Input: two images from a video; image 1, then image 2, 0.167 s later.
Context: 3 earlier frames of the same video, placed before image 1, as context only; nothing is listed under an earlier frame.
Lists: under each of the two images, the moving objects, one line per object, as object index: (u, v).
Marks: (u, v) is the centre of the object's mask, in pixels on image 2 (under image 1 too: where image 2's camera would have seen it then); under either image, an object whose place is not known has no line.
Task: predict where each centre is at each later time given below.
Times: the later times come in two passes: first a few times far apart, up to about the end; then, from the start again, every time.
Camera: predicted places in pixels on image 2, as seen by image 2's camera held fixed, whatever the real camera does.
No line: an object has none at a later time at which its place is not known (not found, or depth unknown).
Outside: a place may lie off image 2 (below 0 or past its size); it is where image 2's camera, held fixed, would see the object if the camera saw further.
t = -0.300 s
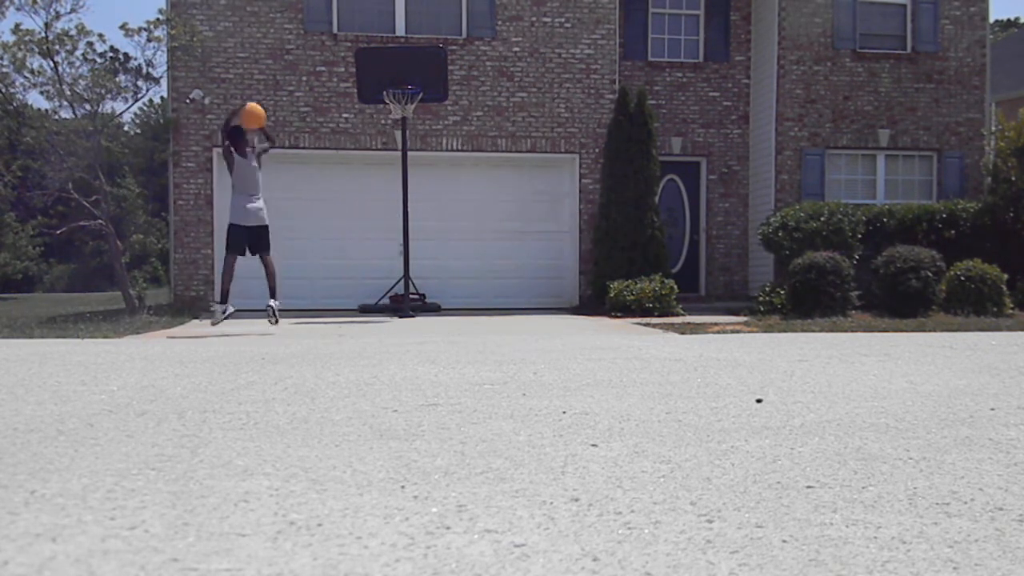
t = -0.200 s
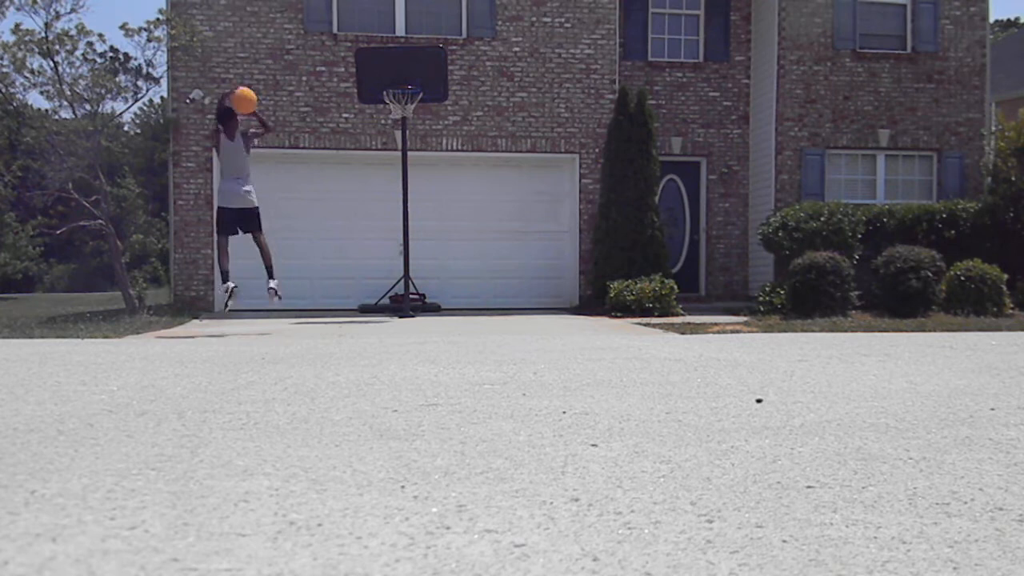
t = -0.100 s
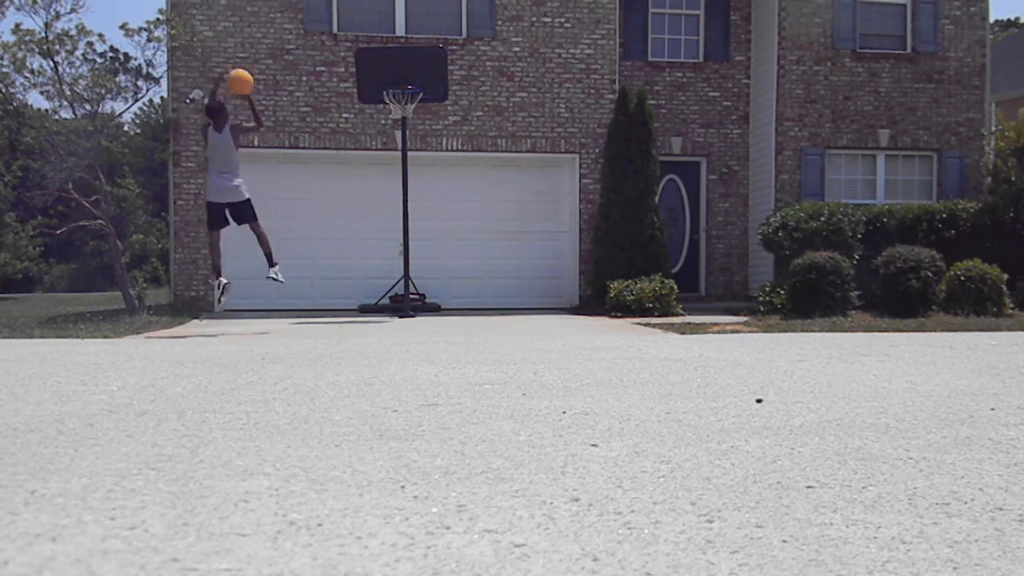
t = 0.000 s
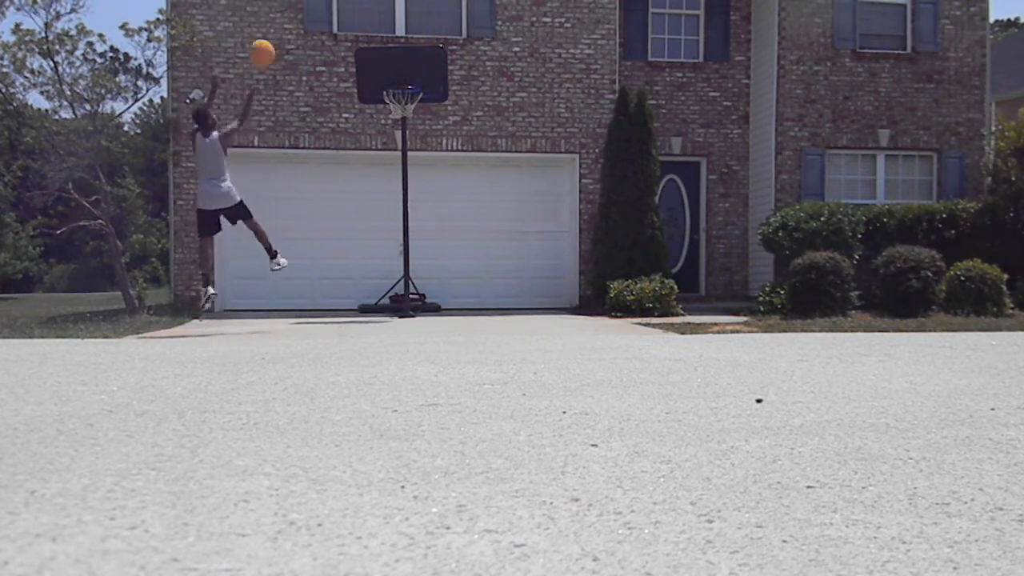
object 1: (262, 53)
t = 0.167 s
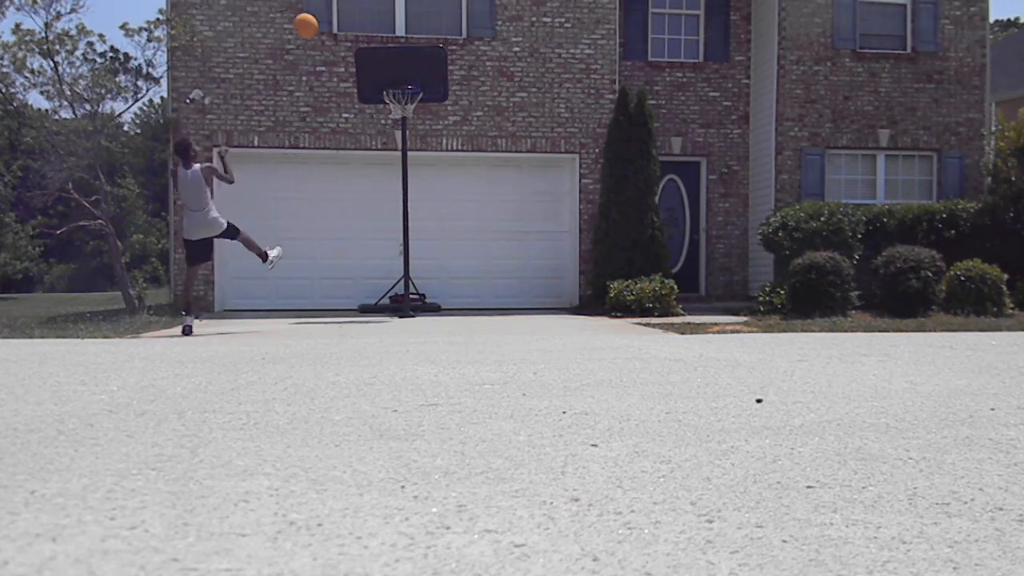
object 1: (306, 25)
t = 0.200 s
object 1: (314, 24)
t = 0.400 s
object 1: (358, 35)
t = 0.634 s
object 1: (402, 89)
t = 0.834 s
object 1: (396, 102)
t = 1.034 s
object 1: (417, 130)
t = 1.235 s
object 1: (440, 182)
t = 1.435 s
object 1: (462, 265)
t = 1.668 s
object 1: (480, 253)
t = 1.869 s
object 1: (493, 197)
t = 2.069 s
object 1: (506, 173)
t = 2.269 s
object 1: (521, 183)
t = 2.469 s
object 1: (534, 229)
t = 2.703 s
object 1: (550, 307)
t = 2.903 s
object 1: (564, 242)
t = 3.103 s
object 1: (578, 211)
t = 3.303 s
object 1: (593, 216)
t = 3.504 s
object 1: (608, 261)
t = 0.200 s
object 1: (314, 24)
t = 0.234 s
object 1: (321, 24)
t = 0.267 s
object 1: (329, 25)
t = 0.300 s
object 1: (337, 26)
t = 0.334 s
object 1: (344, 28)
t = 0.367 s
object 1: (351, 31)
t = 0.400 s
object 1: (358, 35)
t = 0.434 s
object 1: (364, 42)
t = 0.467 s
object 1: (371, 48)
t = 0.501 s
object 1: (377, 55)
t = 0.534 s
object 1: (384, 62)
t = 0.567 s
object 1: (390, 71)
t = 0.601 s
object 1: (396, 79)
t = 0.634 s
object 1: (402, 89)
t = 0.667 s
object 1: (406, 89)
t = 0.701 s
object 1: (411, 90)
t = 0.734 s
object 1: (406, 91)
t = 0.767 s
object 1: (399, 93)
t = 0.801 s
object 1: (394, 98)
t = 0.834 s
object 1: (396, 102)
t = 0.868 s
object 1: (399, 106)
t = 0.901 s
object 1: (402, 111)
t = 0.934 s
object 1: (406, 115)
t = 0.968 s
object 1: (410, 119)
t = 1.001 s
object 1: (413, 124)
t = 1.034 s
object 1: (417, 130)
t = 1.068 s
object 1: (422, 137)
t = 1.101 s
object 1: (426, 143)
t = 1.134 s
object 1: (429, 152)
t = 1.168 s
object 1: (433, 161)
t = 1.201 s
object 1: (436, 171)
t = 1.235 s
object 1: (440, 182)
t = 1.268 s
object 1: (443, 194)
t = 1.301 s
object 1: (447, 207)
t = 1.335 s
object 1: (450, 220)
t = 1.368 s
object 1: (454, 234)
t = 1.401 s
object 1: (458, 249)
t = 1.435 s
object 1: (462, 265)
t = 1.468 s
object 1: (465, 283)
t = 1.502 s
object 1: (469, 300)
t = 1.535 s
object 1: (471, 307)
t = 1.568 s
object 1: (474, 293)
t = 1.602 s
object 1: (476, 279)
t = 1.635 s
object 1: (478, 265)
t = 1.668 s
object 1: (480, 253)
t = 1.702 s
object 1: (483, 242)
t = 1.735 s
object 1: (485, 231)
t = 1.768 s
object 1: (487, 221)
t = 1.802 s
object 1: (489, 212)
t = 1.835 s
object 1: (491, 204)
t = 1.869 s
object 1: (493, 197)
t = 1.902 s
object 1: (496, 191)
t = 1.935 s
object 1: (498, 186)
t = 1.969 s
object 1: (500, 181)
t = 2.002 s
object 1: (502, 177)
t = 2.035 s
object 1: (504, 175)
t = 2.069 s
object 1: (506, 173)
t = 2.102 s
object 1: (509, 173)
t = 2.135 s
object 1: (511, 173)
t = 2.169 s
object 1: (513, 174)
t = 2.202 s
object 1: (515, 176)
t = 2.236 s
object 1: (518, 179)
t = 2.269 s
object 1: (521, 183)
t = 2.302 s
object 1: (523, 188)
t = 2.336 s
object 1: (525, 194)
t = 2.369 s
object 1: (528, 202)
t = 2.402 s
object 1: (530, 210)
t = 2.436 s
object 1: (532, 219)
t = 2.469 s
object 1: (534, 229)
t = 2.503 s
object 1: (537, 240)
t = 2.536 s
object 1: (540, 252)
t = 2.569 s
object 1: (542, 266)
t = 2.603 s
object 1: (544, 280)
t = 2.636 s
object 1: (546, 295)
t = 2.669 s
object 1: (547, 310)
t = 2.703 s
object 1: (550, 307)
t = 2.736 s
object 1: (553, 294)
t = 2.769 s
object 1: (555, 282)
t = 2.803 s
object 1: (557, 270)
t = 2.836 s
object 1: (560, 259)
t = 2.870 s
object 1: (562, 250)
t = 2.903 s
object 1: (564, 242)
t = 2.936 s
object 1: (566, 234)
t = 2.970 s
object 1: (569, 228)
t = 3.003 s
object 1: (571, 221)
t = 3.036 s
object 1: (574, 217)
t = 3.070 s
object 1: (576, 213)
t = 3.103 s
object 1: (578, 211)
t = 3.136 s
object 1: (581, 209)
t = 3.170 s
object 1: (583, 208)
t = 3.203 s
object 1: (586, 209)
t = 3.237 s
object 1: (588, 210)
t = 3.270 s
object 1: (590, 213)
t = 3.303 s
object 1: (593, 216)
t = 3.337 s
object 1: (595, 221)
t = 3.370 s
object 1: (598, 227)
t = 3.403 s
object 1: (600, 234)
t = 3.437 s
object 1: (603, 242)
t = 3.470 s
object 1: (606, 251)
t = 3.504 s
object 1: (608, 261)
